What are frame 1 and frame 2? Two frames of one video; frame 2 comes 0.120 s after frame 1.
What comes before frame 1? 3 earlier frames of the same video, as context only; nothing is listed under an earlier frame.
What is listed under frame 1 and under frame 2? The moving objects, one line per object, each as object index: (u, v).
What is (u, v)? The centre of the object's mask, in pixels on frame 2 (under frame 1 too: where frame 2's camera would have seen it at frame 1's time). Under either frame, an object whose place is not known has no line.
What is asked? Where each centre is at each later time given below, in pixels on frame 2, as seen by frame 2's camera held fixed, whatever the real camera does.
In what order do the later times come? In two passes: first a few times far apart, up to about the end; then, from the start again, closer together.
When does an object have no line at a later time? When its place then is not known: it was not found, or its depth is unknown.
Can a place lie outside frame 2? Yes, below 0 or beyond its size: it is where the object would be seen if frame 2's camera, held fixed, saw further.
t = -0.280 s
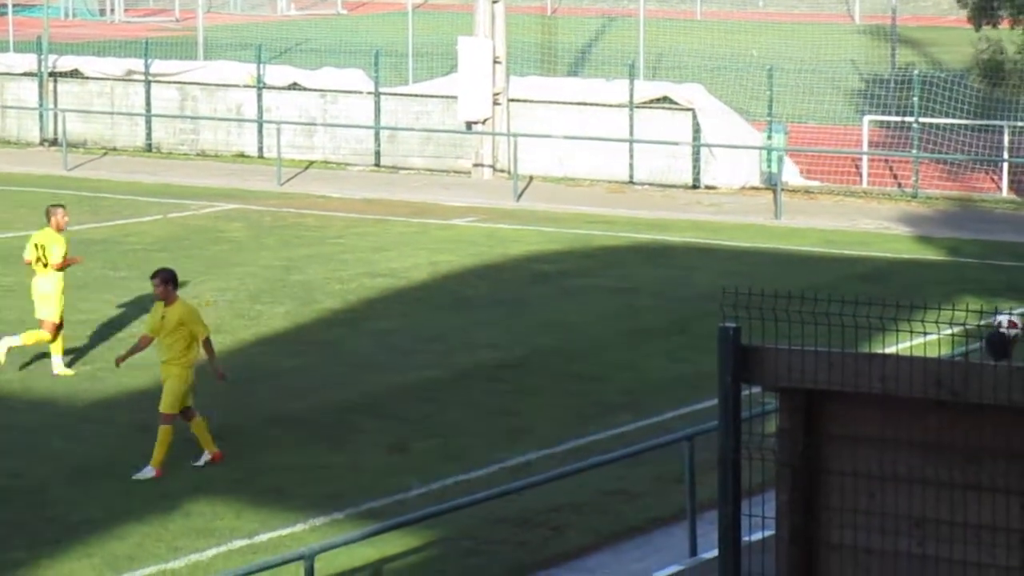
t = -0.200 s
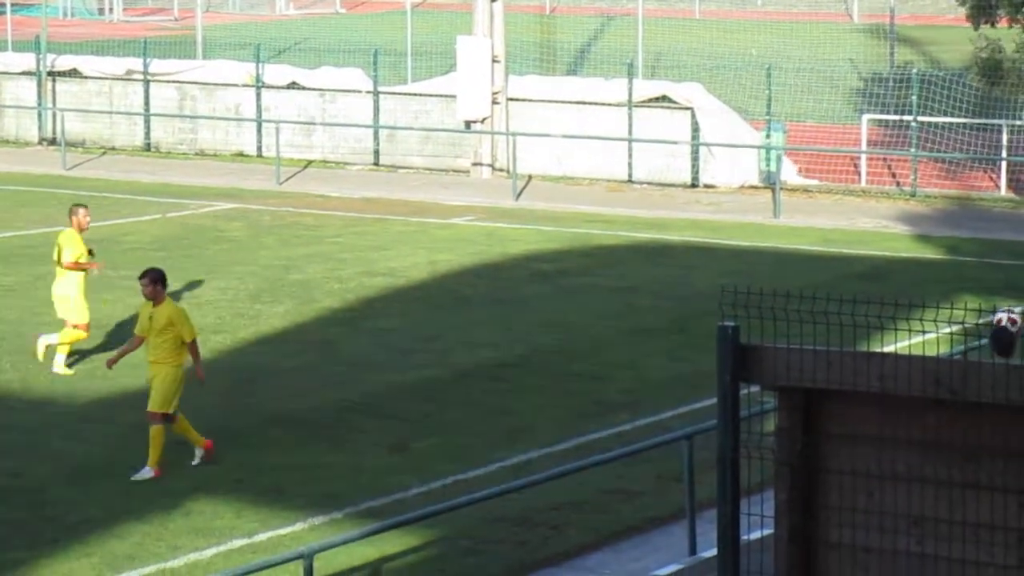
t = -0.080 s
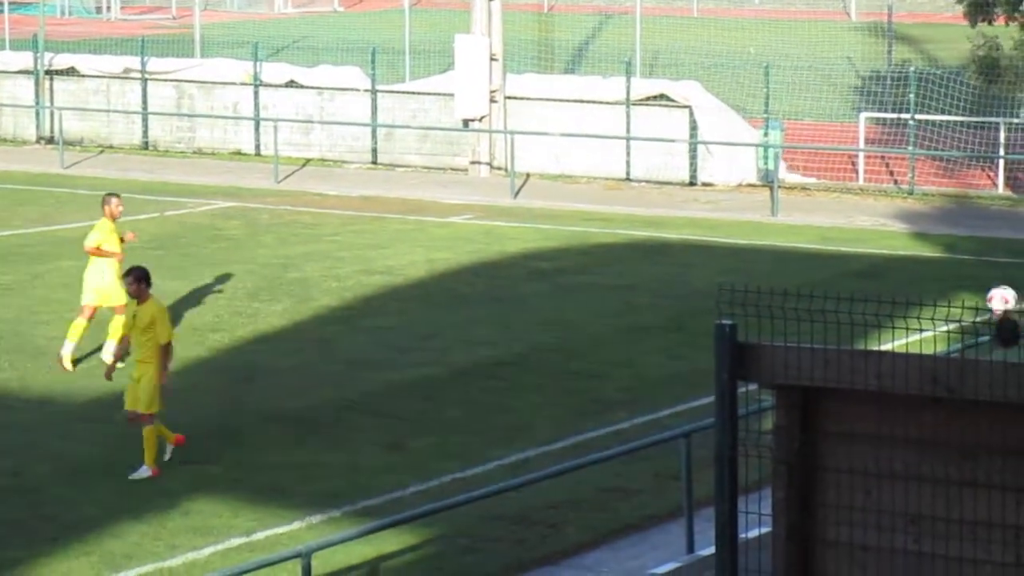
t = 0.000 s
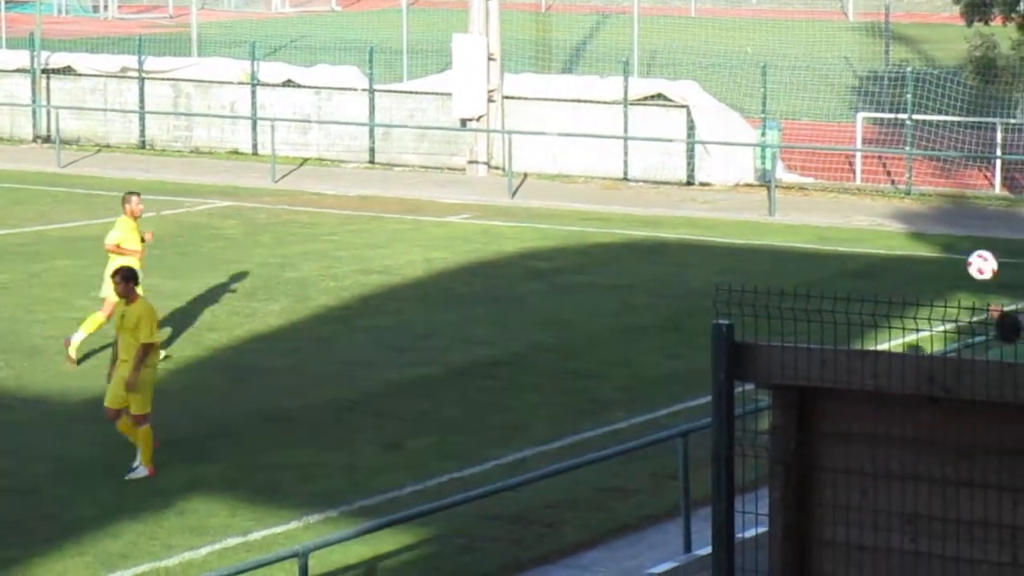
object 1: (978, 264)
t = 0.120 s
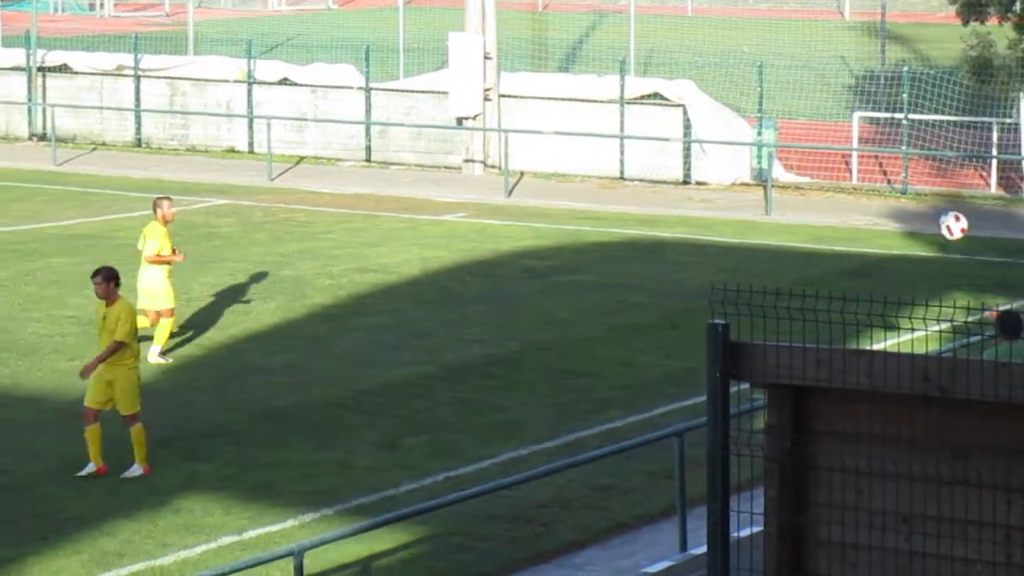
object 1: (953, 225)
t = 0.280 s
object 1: (921, 203)
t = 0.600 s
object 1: (865, 249)
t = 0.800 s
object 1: (835, 329)
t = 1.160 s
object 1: (809, 278)
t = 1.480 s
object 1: (796, 238)
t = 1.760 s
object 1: (787, 282)
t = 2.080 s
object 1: (776, 299)
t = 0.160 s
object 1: (945, 216)
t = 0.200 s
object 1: (937, 210)
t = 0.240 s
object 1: (929, 205)
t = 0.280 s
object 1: (921, 203)
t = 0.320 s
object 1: (914, 202)
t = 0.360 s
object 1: (906, 204)
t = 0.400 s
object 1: (898, 207)
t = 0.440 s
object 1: (892, 213)
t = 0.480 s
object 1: (885, 219)
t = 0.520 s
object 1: (879, 228)
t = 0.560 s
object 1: (871, 238)
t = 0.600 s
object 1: (865, 249)
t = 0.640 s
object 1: (858, 262)
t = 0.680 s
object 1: (852, 276)
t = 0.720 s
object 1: (846, 291)
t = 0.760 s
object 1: (841, 309)
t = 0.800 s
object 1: (835, 329)
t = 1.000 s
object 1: (816, 338)
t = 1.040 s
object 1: (814, 322)
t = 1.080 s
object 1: (812, 305)
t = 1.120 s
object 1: (810, 291)
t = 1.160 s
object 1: (809, 278)
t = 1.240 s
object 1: (806, 259)
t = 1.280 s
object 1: (803, 252)
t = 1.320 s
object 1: (802, 246)
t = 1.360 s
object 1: (800, 241)
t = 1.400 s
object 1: (799, 239)
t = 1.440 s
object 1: (798, 238)
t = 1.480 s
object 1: (796, 238)
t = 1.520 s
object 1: (795, 240)
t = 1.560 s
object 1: (793, 243)
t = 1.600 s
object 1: (790, 249)
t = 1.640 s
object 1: (789, 254)
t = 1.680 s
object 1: (788, 263)
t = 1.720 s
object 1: (787, 272)
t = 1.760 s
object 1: (787, 282)
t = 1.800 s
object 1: (785, 294)
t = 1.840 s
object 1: (784, 307)
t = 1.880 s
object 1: (783, 323)
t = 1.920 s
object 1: (782, 337)
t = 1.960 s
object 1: (778, 330)
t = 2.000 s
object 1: (779, 317)
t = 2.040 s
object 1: (778, 307)
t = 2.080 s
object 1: (776, 299)
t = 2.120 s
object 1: (772, 293)
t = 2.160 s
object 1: (771, 289)
